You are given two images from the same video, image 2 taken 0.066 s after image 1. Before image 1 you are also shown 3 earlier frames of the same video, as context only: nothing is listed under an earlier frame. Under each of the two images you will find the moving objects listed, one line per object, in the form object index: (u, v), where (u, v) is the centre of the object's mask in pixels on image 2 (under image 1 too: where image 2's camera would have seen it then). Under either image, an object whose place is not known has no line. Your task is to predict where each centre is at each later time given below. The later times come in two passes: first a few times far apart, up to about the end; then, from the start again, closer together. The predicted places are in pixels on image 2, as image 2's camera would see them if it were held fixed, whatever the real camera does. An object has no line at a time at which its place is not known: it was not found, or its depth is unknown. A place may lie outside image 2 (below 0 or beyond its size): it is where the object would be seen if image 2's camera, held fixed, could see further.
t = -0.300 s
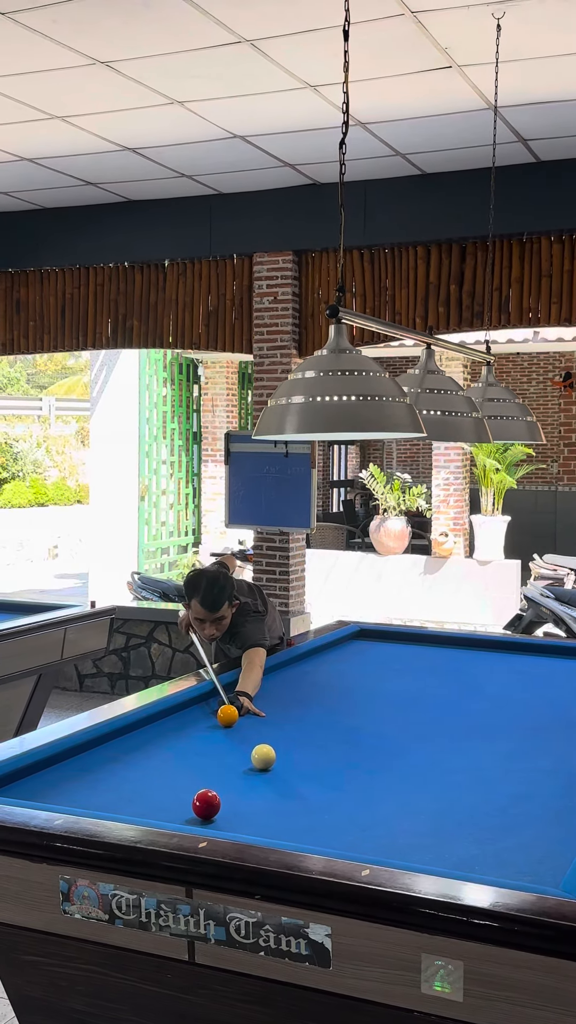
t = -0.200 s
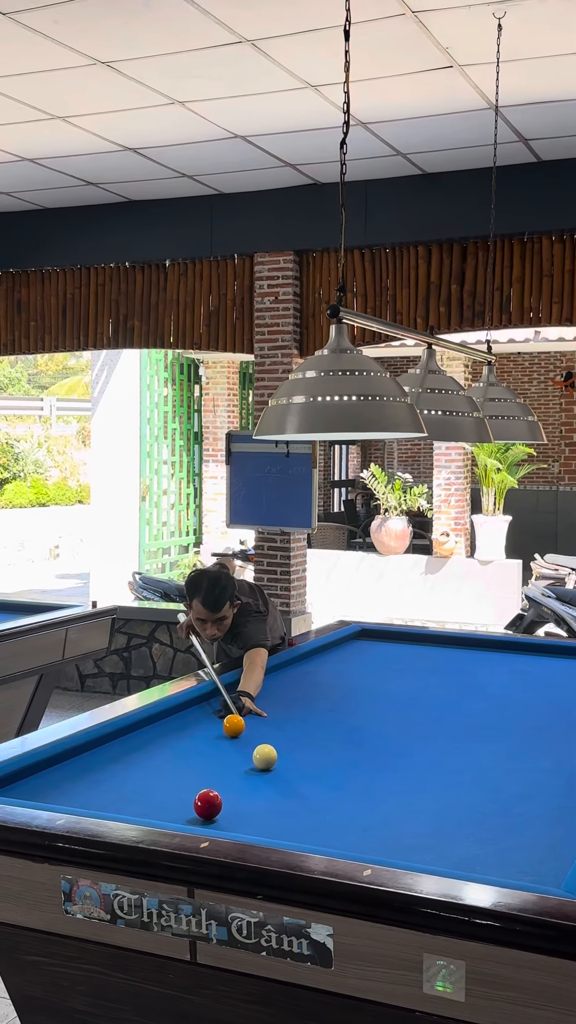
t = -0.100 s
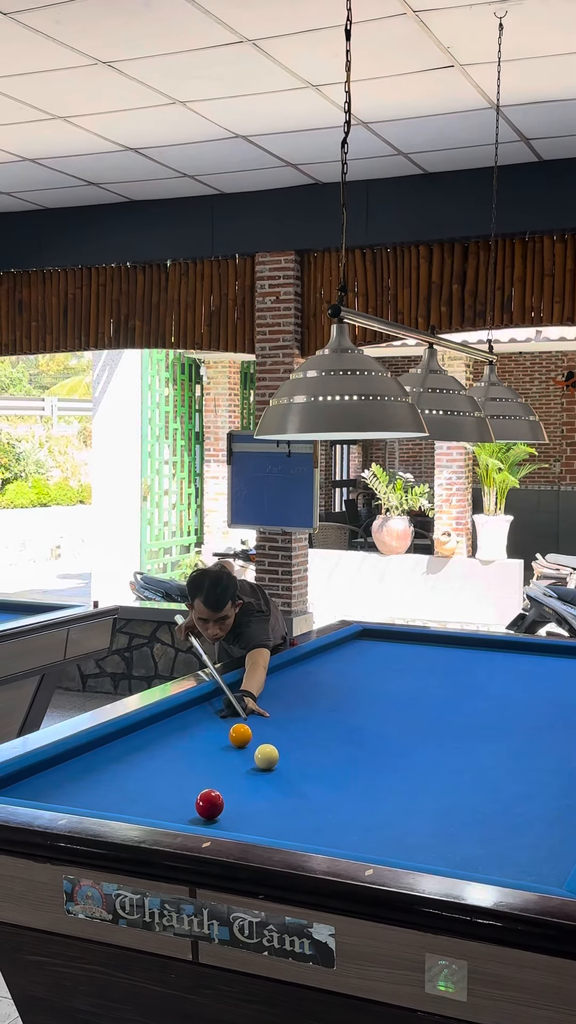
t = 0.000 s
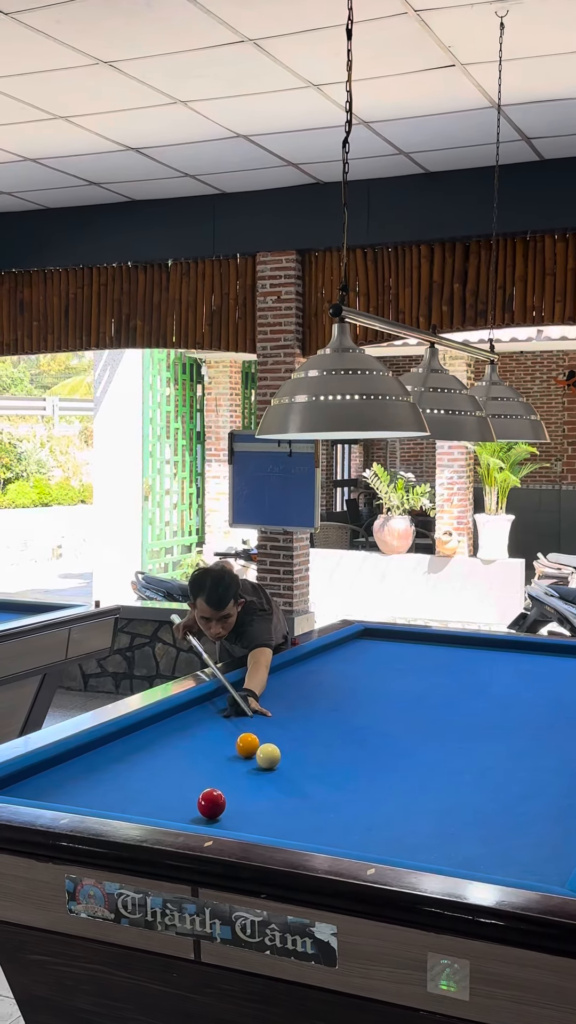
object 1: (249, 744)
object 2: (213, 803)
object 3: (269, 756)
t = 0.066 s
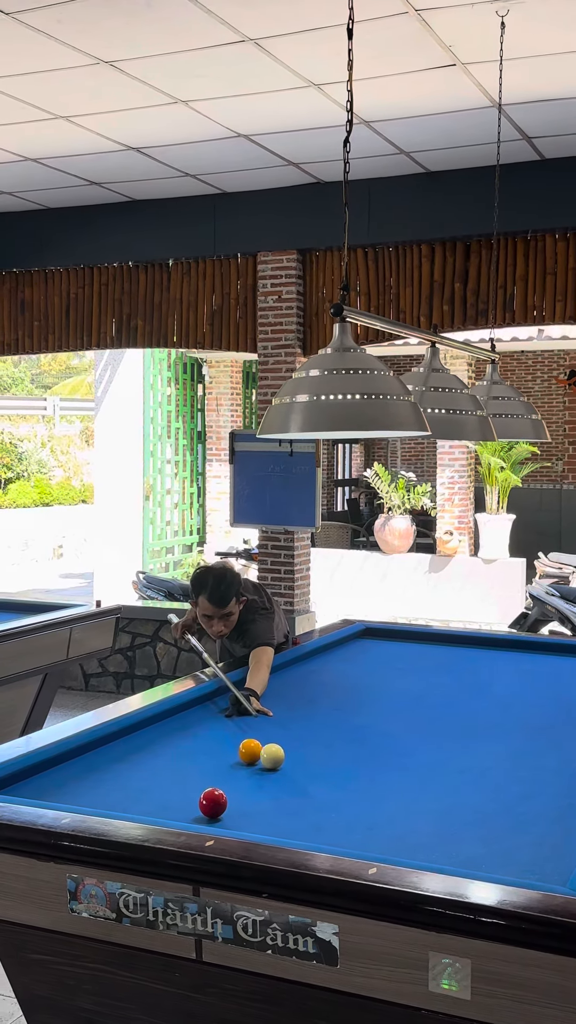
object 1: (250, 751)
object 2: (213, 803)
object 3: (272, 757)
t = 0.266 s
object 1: (226, 763)
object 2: (213, 803)
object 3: (308, 768)
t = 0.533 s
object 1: (195, 781)
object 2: (213, 803)
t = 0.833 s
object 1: (158, 804)
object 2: (213, 803)
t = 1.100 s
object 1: (157, 808)
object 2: (213, 803)
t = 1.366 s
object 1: (184, 804)
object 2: (218, 803)
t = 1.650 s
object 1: (190, 798)
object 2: (240, 802)
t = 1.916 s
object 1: (194, 794)
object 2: (259, 801)
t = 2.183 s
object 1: (198, 790)
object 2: (276, 800)
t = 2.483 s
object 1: (201, 786)
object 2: (293, 799)
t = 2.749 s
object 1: (204, 783)
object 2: (306, 799)
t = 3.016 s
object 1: (205, 781)
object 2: (317, 798)
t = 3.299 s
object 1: (207, 780)
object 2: (328, 798)
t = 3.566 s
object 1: (207, 778)
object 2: (336, 798)
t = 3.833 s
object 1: (208, 778)
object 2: (343, 798)
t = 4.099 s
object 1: (208, 778)
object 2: (347, 798)
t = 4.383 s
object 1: (208, 778)
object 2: (351, 798)
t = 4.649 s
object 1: (208, 777)
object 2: (352, 798)
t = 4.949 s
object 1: (208, 778)
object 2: (352, 798)
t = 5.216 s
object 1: (208, 778)
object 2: (352, 798)
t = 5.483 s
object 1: (208, 777)
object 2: (352, 798)
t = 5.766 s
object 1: (208, 778)
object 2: (352, 798)
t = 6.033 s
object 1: (208, 778)
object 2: (352, 798)
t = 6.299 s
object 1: (209, 777)
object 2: (353, 798)
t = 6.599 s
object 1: (209, 777)
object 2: (353, 798)
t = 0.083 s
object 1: (248, 752)
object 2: (213, 803)
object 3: (275, 758)
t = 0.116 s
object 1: (243, 754)
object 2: (213, 803)
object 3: (282, 760)
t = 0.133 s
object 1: (241, 755)
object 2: (213, 803)
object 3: (285, 761)
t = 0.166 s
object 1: (237, 757)
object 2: (213, 803)
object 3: (291, 762)
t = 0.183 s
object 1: (235, 758)
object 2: (213, 803)
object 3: (294, 763)
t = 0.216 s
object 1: (231, 760)
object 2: (213, 803)
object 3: (300, 765)
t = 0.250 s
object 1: (228, 762)
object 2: (213, 803)
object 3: (305, 767)
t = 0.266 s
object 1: (226, 763)
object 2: (213, 803)
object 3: (308, 768)
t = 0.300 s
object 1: (222, 765)
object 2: (213, 803)
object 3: (313, 769)
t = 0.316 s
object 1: (221, 766)
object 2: (213, 803)
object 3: (316, 771)
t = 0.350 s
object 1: (217, 768)
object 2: (213, 803)
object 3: (322, 772)
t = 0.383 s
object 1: (213, 771)
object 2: (213, 803)
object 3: (327, 774)
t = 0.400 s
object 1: (211, 772)
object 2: (213, 803)
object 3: (330, 775)
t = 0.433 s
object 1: (207, 774)
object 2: (213, 803)
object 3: (335, 777)
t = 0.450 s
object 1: (205, 775)
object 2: (213, 803)
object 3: (338, 778)
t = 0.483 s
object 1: (201, 777)
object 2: (213, 803)
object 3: (344, 779)
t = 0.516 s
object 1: (197, 780)
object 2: (213, 803)
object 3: (350, 781)
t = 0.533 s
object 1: (195, 781)
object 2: (213, 803)
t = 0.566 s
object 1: (191, 784)
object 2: (213, 803)
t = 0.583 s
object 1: (189, 785)
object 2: (213, 803)
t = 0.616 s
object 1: (185, 787)
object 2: (213, 803)
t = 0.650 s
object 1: (181, 790)
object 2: (213, 803)
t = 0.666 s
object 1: (179, 791)
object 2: (213, 803)
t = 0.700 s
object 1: (175, 794)
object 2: (213, 803)
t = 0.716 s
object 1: (173, 795)
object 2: (213, 803)
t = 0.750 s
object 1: (169, 798)
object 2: (213, 803)
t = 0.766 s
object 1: (166, 799)
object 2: (213, 803)
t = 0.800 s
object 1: (162, 801)
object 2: (213, 803)
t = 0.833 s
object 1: (158, 804)
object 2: (213, 803)
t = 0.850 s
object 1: (155, 805)
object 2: (213, 803)
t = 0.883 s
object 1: (151, 806)
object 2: (213, 803)
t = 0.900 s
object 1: (149, 807)
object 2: (212, 803)
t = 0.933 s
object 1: (145, 808)
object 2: (213, 803)
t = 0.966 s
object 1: (141, 809)
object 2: (213, 803)
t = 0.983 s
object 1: (140, 809)
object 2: (213, 803)
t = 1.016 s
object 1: (145, 809)
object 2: (213, 803)
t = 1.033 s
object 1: (148, 809)
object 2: (213, 803)
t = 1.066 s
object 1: (153, 808)
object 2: (213, 803)
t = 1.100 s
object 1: (157, 808)
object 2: (213, 803)
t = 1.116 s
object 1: (159, 808)
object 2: (213, 803)
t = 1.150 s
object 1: (163, 808)
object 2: (213, 803)
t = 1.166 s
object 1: (165, 807)
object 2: (212, 803)
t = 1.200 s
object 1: (169, 807)
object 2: (213, 803)
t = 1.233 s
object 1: (173, 807)
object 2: (212, 803)
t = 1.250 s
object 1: (175, 806)
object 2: (213, 803)
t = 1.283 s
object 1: (180, 806)
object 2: (213, 803)
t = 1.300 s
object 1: (182, 805)
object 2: (213, 803)
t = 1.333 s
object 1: (184, 804)
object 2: (214, 803)
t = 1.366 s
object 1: (184, 804)
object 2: (218, 803)
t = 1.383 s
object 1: (185, 803)
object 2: (219, 803)
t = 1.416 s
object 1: (186, 803)
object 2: (222, 802)
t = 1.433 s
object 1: (186, 802)
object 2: (223, 802)
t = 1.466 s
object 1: (187, 801)
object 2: (226, 802)
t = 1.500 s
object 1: (187, 801)
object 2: (228, 802)
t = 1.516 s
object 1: (187, 801)
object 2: (230, 802)
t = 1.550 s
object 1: (188, 800)
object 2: (232, 802)
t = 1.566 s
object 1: (188, 800)
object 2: (234, 802)
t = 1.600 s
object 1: (189, 799)
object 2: (236, 802)
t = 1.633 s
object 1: (190, 798)
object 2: (239, 802)
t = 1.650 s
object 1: (190, 798)
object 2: (240, 802)
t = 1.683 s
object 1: (190, 798)
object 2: (242, 802)
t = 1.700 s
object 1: (191, 797)
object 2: (244, 801)
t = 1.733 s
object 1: (191, 797)
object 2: (246, 801)
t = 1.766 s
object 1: (192, 796)
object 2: (248, 801)
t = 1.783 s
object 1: (192, 796)
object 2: (250, 801)
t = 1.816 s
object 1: (192, 795)
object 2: (252, 801)
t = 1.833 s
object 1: (193, 795)
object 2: (253, 801)
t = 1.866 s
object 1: (193, 794)
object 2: (255, 801)
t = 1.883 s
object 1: (194, 794)
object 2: (257, 801)
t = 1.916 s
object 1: (194, 794)
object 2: (259, 801)
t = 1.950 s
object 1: (195, 793)
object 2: (261, 801)
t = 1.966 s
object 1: (195, 793)
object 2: (262, 801)
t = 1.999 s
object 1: (195, 792)
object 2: (264, 800)
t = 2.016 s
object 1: (195, 792)
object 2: (265, 800)
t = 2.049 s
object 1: (196, 791)
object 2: (268, 800)
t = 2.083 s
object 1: (196, 791)
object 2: (270, 800)
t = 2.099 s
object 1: (197, 791)
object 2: (271, 800)
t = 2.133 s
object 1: (197, 790)
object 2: (273, 800)
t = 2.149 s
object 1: (197, 790)
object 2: (274, 800)
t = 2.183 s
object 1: (198, 790)
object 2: (276, 800)
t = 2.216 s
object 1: (198, 789)
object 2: (278, 800)
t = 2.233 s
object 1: (198, 789)
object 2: (279, 800)
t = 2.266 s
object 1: (199, 789)
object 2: (281, 800)
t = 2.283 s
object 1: (199, 788)
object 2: (282, 800)
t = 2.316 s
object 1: (199, 788)
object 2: (284, 800)
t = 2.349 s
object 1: (200, 788)
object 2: (285, 800)
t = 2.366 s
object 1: (200, 787)
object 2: (286, 800)
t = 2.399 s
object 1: (200, 787)
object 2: (288, 799)
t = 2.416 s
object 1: (200, 787)
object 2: (289, 799)
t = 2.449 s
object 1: (201, 786)
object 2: (291, 799)
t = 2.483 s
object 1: (201, 786)
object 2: (293, 799)
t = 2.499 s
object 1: (201, 786)
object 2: (294, 799)
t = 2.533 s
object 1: (202, 785)
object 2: (295, 799)
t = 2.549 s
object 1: (202, 785)
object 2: (296, 799)
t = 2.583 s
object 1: (202, 785)
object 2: (298, 799)
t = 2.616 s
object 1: (202, 785)
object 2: (299, 799)
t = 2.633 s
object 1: (203, 784)
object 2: (300, 799)
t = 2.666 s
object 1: (203, 784)
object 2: (302, 799)
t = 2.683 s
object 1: (203, 784)
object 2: (303, 799)
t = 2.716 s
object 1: (203, 784)
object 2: (305, 799)
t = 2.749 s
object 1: (204, 783)
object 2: (306, 799)
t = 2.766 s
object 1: (204, 783)
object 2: (307, 799)
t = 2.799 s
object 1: (204, 783)
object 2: (308, 799)
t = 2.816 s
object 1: (204, 783)
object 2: (309, 799)
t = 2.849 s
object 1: (204, 783)
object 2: (311, 799)
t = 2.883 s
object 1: (205, 783)
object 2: (312, 799)
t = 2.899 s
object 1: (205, 782)
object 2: (313, 799)
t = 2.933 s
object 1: (205, 782)
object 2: (314, 799)
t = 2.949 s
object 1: (205, 782)
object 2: (315, 798)
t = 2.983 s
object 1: (205, 782)
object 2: (316, 798)
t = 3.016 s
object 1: (205, 781)
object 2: (317, 798)
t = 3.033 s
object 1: (205, 781)
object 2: (318, 798)
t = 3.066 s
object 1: (206, 781)
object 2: (319, 798)
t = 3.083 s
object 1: (206, 781)
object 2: (320, 798)
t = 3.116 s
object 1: (206, 781)
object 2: (321, 798)
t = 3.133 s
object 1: (206, 780)
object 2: (322, 798)
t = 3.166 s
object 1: (206, 780)
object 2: (323, 798)
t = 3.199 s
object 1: (206, 780)
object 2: (324, 798)
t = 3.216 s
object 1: (206, 780)
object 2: (325, 798)
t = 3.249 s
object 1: (206, 780)
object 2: (326, 798)
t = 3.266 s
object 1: (206, 780)
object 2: (327, 798)
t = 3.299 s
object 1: (207, 780)
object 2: (328, 798)
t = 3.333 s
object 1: (207, 779)
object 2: (329, 798)
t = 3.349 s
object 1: (207, 779)
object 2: (330, 798)
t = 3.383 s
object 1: (207, 779)
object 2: (331, 798)
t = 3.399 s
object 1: (207, 779)
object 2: (331, 798)
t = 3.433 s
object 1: (207, 779)
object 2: (332, 798)
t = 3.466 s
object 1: (207, 779)
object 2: (333, 798)
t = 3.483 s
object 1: (207, 779)
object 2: (334, 798)
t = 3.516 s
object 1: (207, 778)
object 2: (335, 798)
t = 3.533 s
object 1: (207, 779)
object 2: (335, 798)
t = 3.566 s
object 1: (207, 778)
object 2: (336, 798)
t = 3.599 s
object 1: (207, 778)
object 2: (337, 798)
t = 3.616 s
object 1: (208, 778)
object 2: (337, 798)
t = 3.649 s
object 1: (208, 778)
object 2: (338, 798)
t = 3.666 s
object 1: (208, 778)
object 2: (339, 798)
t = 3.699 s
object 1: (208, 778)
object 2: (340, 798)
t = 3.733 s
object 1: (208, 778)
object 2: (340, 798)
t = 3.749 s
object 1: (208, 778)
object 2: (341, 798)
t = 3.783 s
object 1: (208, 778)
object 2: (342, 798)
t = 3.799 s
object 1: (208, 778)
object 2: (342, 798)
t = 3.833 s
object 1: (208, 778)
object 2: (343, 798)
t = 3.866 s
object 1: (208, 778)
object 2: (343, 798)
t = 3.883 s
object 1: (208, 778)
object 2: (344, 798)
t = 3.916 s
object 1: (208, 778)
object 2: (344, 798)
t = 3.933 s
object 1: (208, 778)
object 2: (345, 798)
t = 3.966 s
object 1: (208, 778)
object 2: (345, 798)
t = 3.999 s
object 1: (208, 778)
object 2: (346, 798)
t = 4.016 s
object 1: (208, 778)
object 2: (346, 798)
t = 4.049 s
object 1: (208, 778)
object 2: (347, 798)
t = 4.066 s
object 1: (208, 778)
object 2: (347, 798)
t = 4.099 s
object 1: (208, 778)
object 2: (347, 798)
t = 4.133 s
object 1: (208, 778)
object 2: (348, 798)
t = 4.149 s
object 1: (208, 778)
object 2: (348, 798)
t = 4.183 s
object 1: (208, 778)
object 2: (348, 798)
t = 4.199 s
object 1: (208, 778)
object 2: (349, 798)
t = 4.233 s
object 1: (208, 778)
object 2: (349, 798)
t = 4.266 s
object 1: (208, 778)
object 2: (350, 798)
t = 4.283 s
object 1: (208, 778)
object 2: (350, 798)
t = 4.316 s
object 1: (208, 778)
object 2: (350, 798)
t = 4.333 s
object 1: (208, 778)
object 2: (350, 798)
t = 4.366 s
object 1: (208, 778)
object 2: (351, 798)
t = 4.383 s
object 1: (208, 778)
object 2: (351, 798)
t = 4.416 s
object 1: (208, 778)
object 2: (351, 798)
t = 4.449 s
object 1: (208, 778)
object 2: (351, 798)
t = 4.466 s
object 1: (208, 778)
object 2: (351, 798)
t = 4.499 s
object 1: (208, 778)
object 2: (352, 798)
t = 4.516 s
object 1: (208, 778)
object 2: (352, 798)
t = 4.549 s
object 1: (208, 778)
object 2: (352, 798)
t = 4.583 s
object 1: (208, 778)
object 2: (352, 798)
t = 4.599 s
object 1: (208, 777)
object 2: (352, 798)
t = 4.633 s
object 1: (208, 778)
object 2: (352, 798)
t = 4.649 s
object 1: (208, 777)
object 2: (352, 798)
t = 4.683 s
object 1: (208, 778)
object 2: (352, 798)
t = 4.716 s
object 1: (208, 777)
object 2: (352, 798)
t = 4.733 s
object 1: (208, 778)
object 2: (352, 798)
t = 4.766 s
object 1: (208, 777)
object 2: (352, 798)
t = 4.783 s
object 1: (208, 777)
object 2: (352, 798)
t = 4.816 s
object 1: (208, 777)
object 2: (352, 798)
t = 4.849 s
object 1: (208, 777)
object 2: (352, 798)
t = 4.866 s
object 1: (208, 778)
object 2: (352, 798)
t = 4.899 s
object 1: (208, 777)
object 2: (352, 798)
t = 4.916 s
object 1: (208, 777)
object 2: (352, 798)
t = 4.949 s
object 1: (208, 778)
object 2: (352, 798)
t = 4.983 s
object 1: (208, 778)
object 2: (352, 798)
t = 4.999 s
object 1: (208, 777)
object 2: (352, 798)
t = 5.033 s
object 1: (208, 777)
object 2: (352, 798)
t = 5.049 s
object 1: (208, 778)
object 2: (352, 798)
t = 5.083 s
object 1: (208, 778)
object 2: (352, 798)
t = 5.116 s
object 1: (208, 778)
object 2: (352, 798)
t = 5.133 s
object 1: (208, 778)
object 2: (352, 798)
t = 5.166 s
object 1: (208, 778)
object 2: (352, 798)
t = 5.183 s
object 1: (208, 777)
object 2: (352, 798)
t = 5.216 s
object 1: (208, 778)
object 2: (352, 798)
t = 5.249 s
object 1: (208, 778)
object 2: (352, 798)
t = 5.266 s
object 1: (208, 778)
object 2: (352, 798)
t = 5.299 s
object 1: (208, 778)
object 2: (352, 798)
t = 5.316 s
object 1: (208, 778)
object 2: (352, 798)
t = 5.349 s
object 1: (208, 778)
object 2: (352, 798)
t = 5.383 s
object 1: (208, 777)
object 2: (352, 798)
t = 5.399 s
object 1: (208, 778)
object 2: (352, 798)
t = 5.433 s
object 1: (208, 778)
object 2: (352, 798)
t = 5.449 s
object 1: (208, 777)
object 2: (352, 798)
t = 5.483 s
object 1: (208, 777)
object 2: (352, 798)
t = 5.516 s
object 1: (208, 777)
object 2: (352, 798)
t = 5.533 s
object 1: (208, 778)
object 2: (352, 798)
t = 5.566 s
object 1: (208, 777)
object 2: (352, 798)
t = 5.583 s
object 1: (208, 778)
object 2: (352, 798)
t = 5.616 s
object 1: (208, 778)
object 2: (352, 798)
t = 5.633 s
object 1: (208, 778)
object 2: (352, 798)
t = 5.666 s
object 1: (208, 778)
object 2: (352, 798)
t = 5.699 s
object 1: (208, 778)
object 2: (352, 798)
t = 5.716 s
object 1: (208, 778)
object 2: (352, 798)
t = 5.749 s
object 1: (208, 778)
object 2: (352, 798)
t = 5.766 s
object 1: (208, 778)
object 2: (352, 798)
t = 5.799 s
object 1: (208, 778)
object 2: (352, 798)
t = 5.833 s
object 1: (208, 778)
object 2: (352, 798)
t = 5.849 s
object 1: (208, 777)
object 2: (352, 798)
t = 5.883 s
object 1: (208, 778)
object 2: (352, 798)
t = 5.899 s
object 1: (208, 778)
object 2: (352, 798)
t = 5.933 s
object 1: (208, 778)
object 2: (352, 798)
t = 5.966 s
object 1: (208, 778)
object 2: (352, 798)
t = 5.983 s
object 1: (208, 777)
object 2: (352, 798)
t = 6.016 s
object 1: (208, 778)
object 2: (352, 798)
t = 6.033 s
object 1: (208, 778)
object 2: (352, 798)
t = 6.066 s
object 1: (208, 777)
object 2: (352, 798)
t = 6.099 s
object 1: (208, 778)
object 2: (352, 798)
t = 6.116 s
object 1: (208, 777)
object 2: (352, 798)
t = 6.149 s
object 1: (208, 777)
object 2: (352, 798)
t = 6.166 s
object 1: (208, 777)
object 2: (352, 798)
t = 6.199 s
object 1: (208, 777)
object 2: (353, 798)
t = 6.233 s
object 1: (208, 778)
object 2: (353, 798)
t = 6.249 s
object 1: (209, 778)
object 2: (353, 798)
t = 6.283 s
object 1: (209, 778)
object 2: (353, 798)
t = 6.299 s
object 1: (209, 777)
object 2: (353, 798)
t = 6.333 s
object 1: (209, 778)
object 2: (353, 798)
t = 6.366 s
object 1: (209, 777)
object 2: (353, 798)
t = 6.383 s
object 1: (209, 777)
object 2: (353, 798)
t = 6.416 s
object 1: (209, 778)
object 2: (353, 798)
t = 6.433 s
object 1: (209, 777)
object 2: (353, 798)
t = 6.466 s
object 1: (209, 777)
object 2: (353, 798)
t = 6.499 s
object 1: (209, 777)
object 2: (353, 798)
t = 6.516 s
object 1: (209, 777)
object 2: (353, 798)
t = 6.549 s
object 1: (209, 777)
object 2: (353, 798)
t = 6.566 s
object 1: (209, 778)
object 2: (353, 798)
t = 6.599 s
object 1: (209, 777)
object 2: (353, 798)
